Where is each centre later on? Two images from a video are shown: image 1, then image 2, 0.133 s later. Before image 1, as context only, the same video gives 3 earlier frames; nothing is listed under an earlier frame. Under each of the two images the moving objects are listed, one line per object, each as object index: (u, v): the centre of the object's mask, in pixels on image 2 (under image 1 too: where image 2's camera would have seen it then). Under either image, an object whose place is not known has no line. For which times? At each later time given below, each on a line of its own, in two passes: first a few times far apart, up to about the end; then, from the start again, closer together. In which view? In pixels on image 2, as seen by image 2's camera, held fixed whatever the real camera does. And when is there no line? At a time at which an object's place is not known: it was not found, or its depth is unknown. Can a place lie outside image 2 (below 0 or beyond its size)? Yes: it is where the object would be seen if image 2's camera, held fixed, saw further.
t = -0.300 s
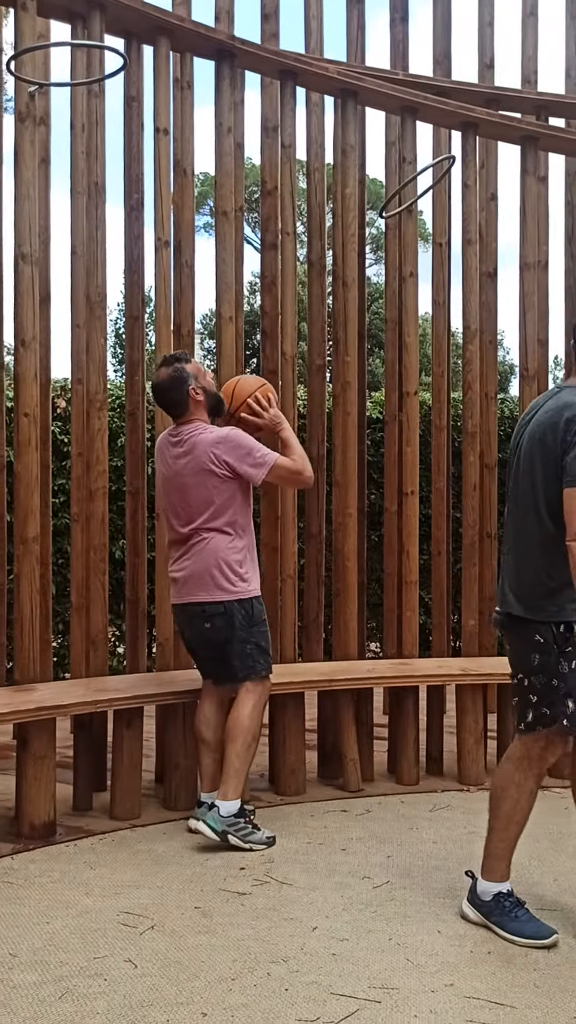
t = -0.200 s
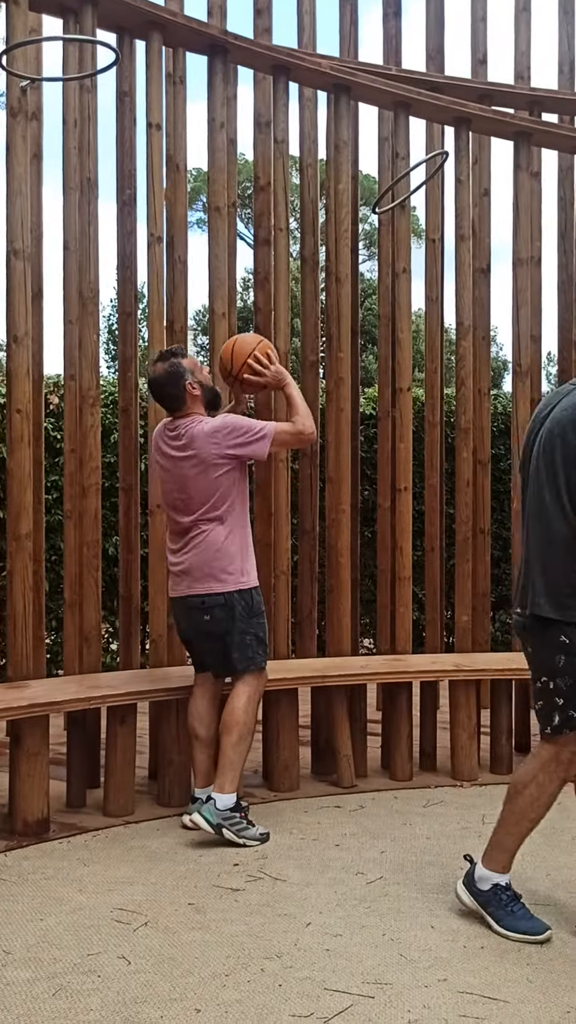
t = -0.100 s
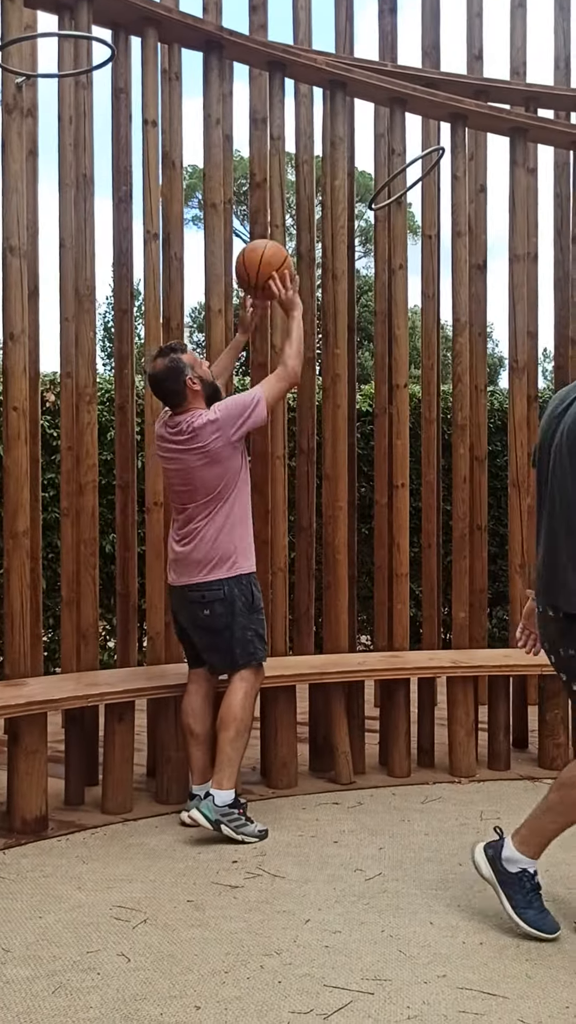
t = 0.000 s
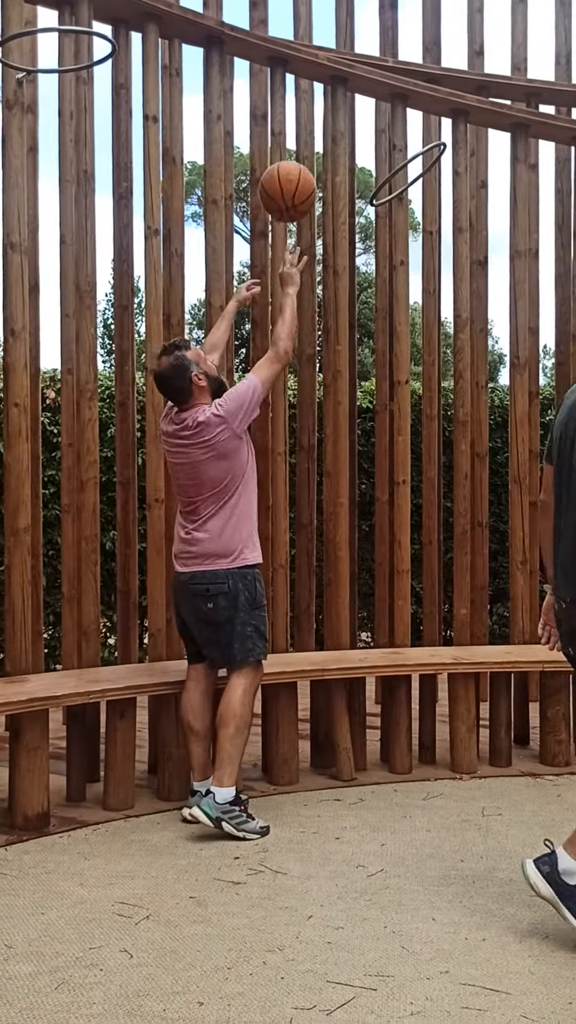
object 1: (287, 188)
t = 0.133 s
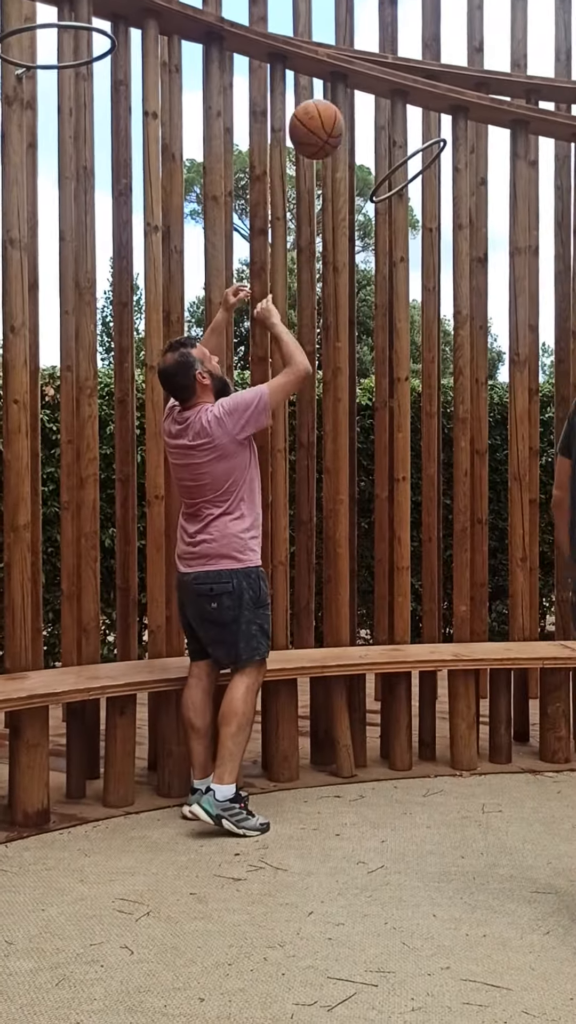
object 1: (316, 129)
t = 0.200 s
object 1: (330, 116)
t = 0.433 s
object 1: (375, 150)
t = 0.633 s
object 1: (386, 167)
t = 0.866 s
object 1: (389, 182)
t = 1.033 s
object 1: (398, 187)
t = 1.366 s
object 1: (436, 301)
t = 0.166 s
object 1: (323, 121)
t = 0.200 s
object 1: (330, 116)
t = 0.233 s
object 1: (337, 114)
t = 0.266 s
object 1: (343, 114)
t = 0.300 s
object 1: (350, 116)
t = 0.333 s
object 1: (356, 121)
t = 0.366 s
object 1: (362, 129)
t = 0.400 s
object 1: (369, 138)
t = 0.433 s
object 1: (375, 150)
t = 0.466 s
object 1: (380, 165)
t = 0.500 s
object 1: (383, 171)
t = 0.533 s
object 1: (384, 167)
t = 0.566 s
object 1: (385, 164)
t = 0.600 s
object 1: (385, 164)
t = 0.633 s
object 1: (386, 167)
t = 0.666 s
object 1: (386, 172)
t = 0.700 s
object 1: (387, 174)
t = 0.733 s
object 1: (387, 174)
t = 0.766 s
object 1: (387, 175)
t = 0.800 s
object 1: (388, 180)
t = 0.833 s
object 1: (388, 182)
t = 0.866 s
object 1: (389, 182)
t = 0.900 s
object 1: (390, 183)
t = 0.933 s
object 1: (392, 183)
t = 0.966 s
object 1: (394, 185)
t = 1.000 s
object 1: (396, 185)
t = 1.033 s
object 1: (398, 187)
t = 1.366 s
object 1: (436, 301)
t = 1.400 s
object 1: (440, 325)
